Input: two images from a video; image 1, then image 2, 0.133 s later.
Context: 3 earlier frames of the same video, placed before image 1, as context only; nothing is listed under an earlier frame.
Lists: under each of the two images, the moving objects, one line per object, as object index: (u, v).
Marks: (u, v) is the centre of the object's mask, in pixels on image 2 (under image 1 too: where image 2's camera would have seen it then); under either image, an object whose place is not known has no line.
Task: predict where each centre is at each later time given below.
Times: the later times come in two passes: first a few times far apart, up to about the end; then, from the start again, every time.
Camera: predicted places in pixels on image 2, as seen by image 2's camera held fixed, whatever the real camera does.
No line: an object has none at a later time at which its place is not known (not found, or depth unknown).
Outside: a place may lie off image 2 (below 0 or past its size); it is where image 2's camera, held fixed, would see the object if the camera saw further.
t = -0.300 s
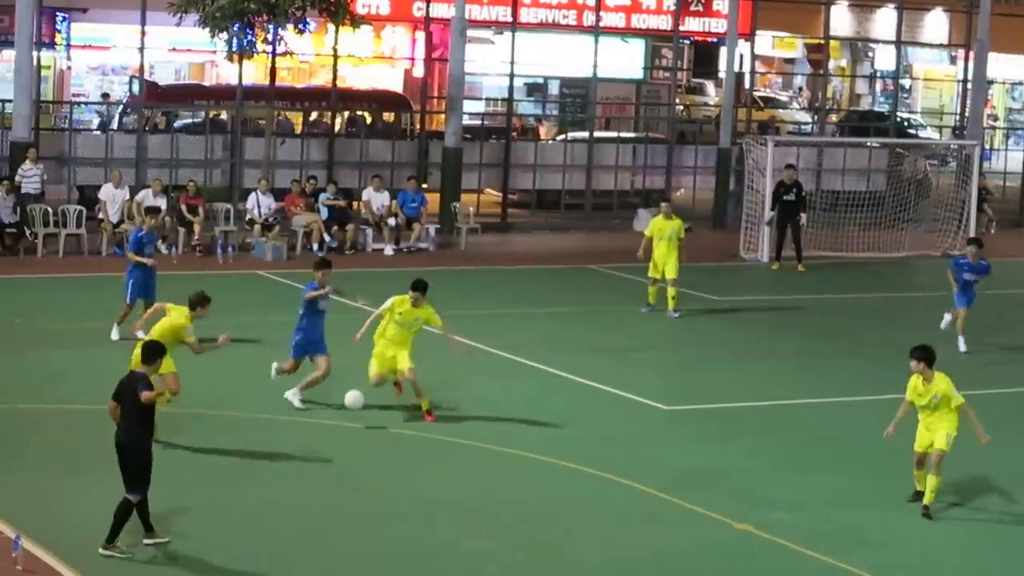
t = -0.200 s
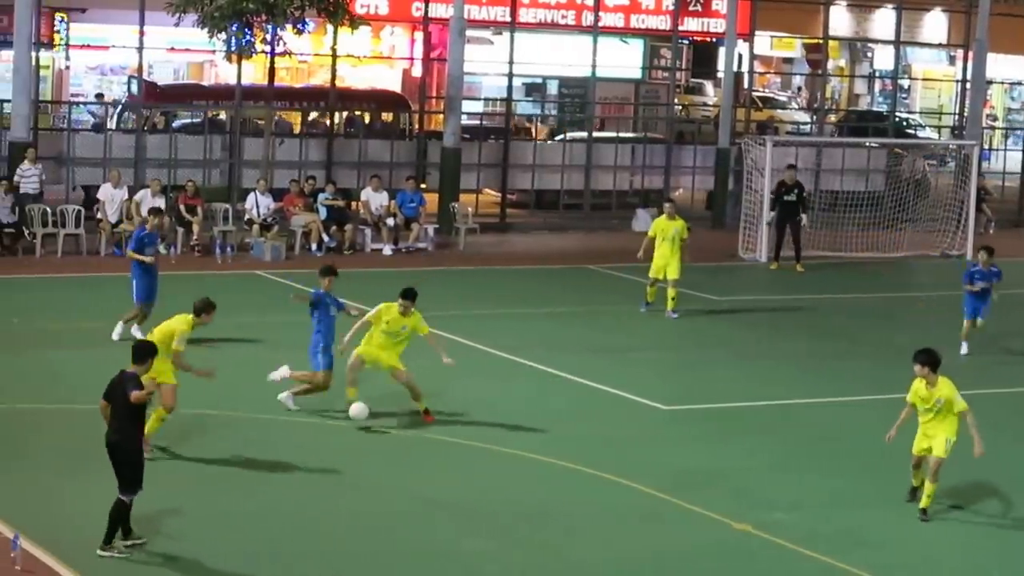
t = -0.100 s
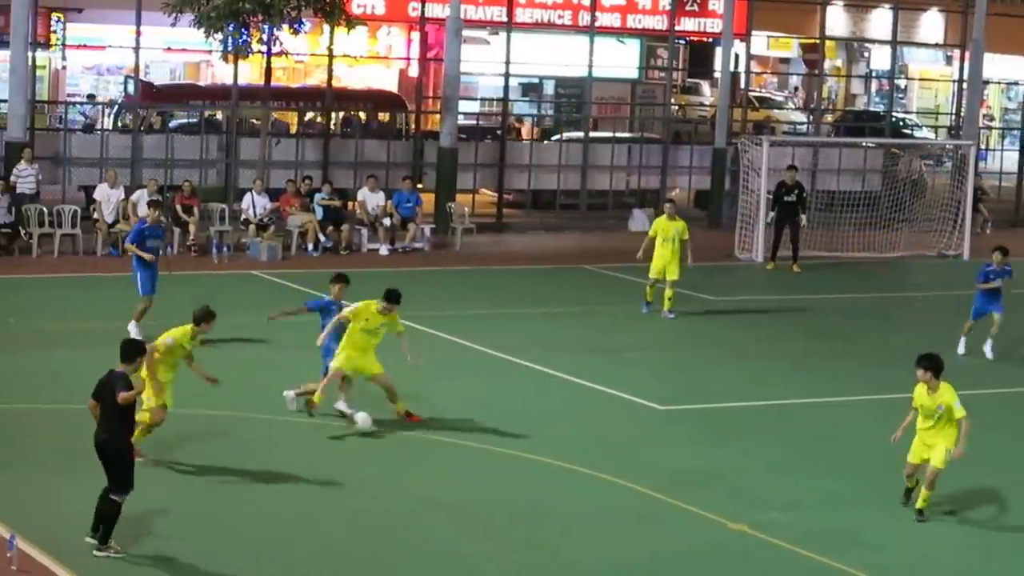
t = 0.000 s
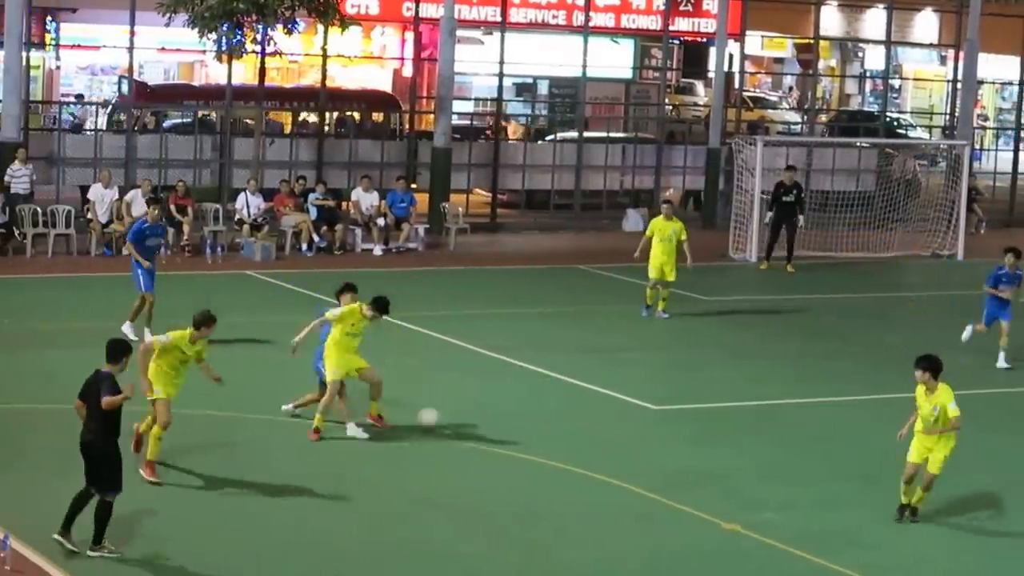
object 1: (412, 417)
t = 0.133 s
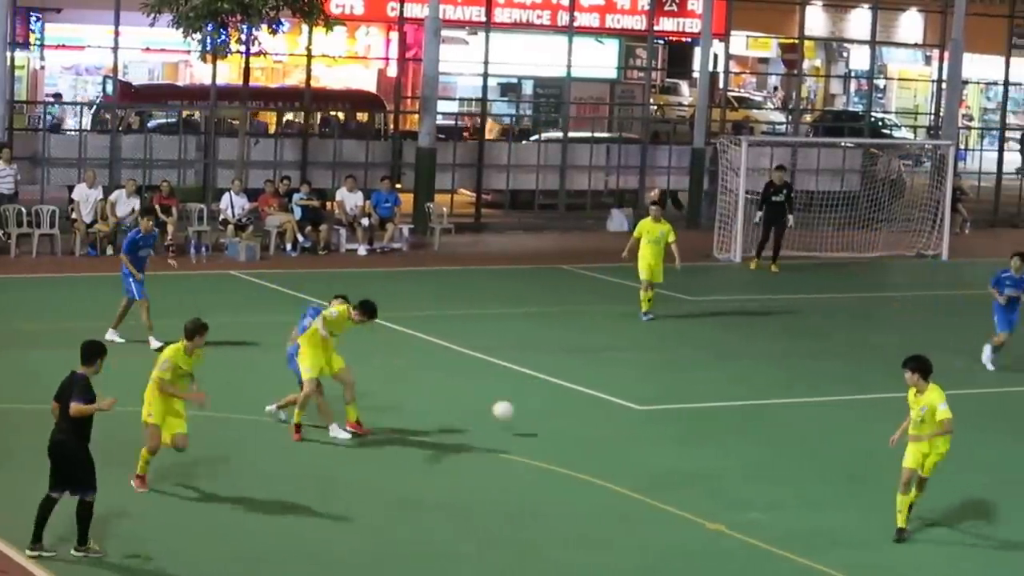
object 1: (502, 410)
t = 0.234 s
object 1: (567, 416)
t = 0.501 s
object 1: (705, 417)
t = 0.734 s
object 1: (809, 420)
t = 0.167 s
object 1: (524, 411)
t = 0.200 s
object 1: (546, 412)
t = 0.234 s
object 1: (567, 416)
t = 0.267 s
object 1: (588, 420)
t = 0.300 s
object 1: (606, 420)
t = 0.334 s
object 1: (623, 417)
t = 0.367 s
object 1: (640, 416)
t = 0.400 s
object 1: (656, 414)
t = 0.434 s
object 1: (673, 414)
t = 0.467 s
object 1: (689, 415)
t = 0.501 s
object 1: (705, 417)
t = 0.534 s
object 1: (721, 421)
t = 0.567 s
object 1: (737, 424)
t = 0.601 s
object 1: (751, 422)
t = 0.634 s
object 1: (766, 419)
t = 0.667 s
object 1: (781, 418)
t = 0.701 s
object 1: (795, 418)
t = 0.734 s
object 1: (809, 420)
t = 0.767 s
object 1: (823, 422)
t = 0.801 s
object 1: (837, 426)
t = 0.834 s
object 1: (852, 424)
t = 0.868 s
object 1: (866, 421)
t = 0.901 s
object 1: (881, 419)
